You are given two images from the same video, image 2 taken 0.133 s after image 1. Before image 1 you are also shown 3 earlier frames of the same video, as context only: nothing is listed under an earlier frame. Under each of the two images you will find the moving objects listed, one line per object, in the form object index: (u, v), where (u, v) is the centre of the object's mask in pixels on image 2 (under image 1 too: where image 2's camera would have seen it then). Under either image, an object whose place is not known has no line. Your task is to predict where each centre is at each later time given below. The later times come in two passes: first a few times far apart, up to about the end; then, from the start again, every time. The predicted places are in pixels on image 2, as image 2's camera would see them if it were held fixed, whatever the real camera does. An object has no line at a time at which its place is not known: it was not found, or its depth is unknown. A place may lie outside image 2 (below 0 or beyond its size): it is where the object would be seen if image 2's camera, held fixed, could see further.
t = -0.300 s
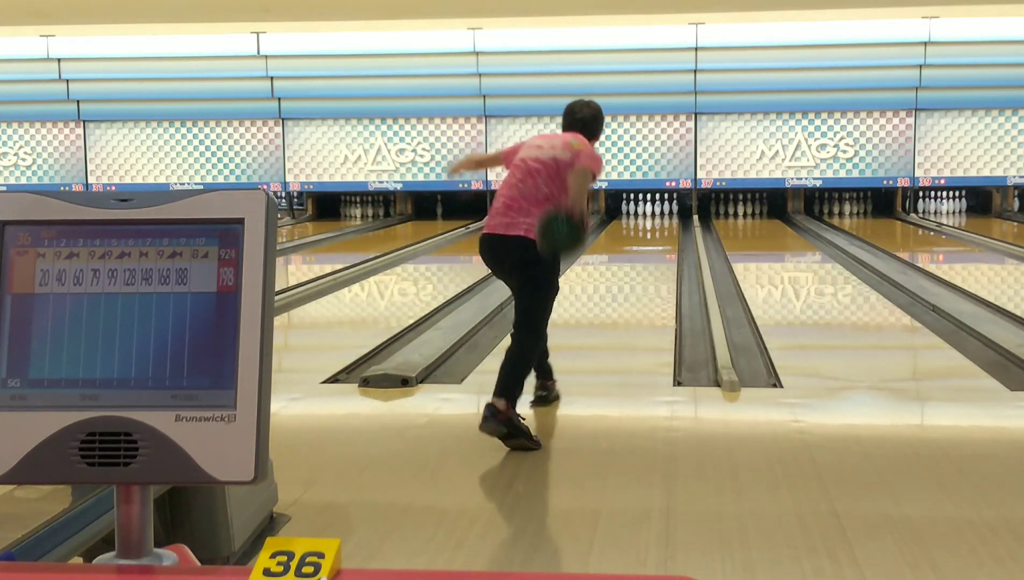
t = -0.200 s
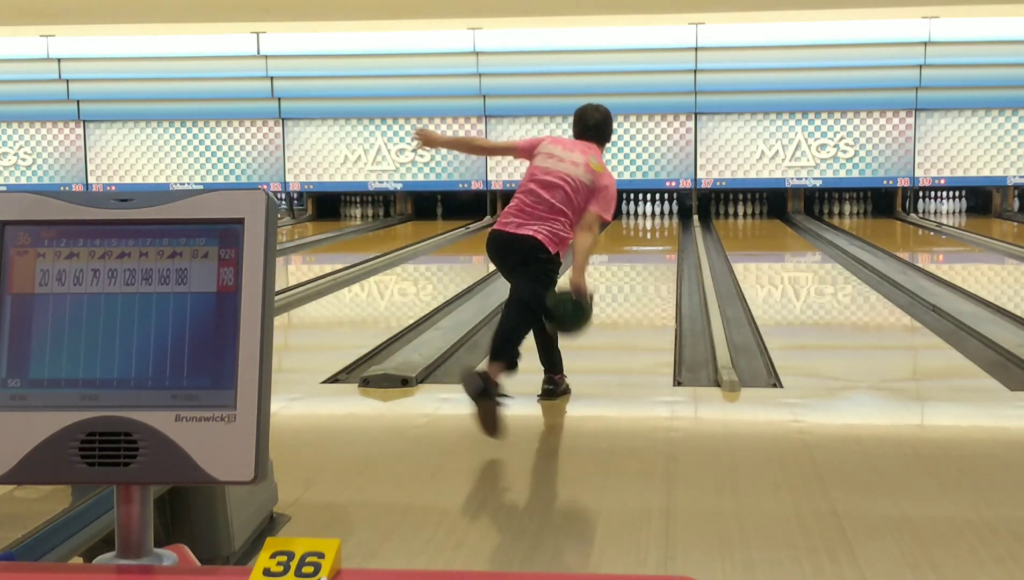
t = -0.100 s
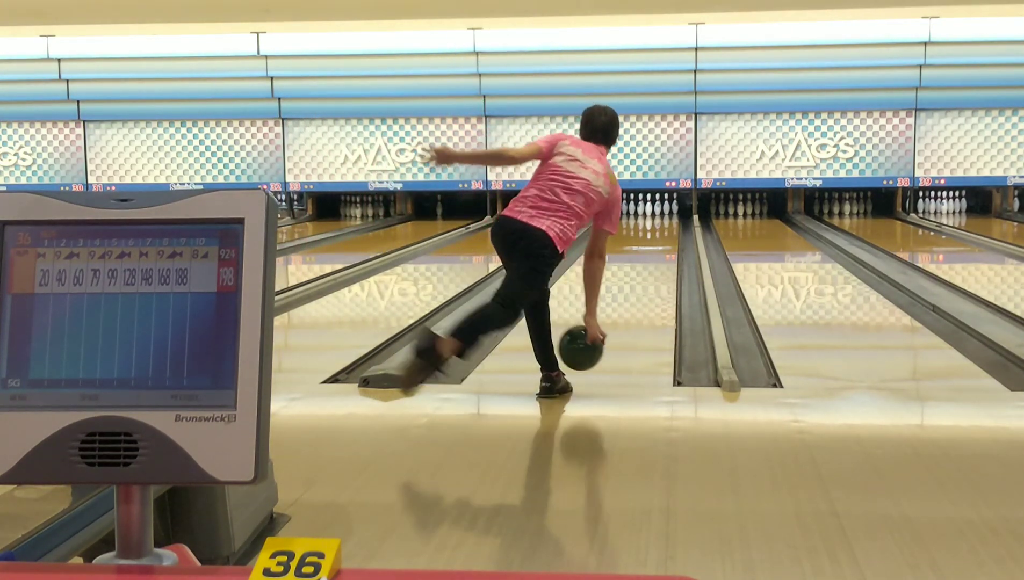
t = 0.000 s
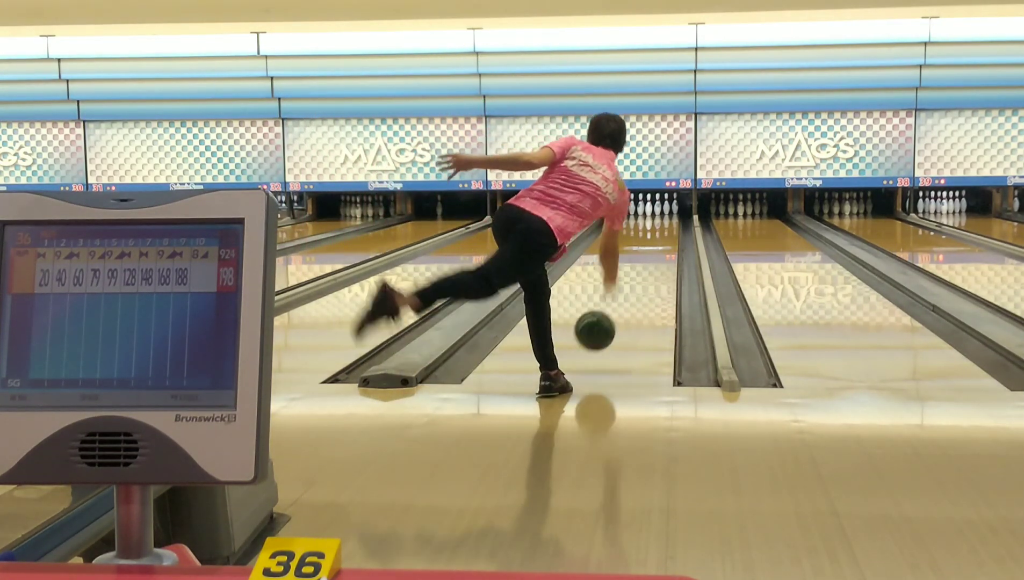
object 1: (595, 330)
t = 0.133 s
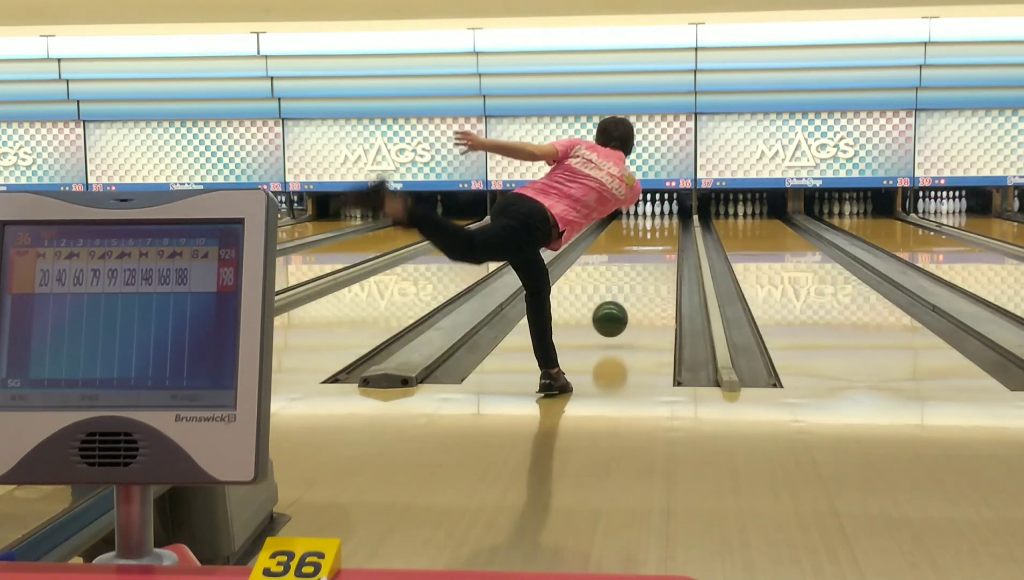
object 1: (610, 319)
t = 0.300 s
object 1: (624, 306)
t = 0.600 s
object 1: (642, 277)
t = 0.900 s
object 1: (654, 258)
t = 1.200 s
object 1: (662, 243)
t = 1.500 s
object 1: (667, 233)
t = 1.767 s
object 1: (669, 225)
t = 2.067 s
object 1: (668, 218)
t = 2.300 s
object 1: (665, 214)
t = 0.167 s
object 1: (613, 321)
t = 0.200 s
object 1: (616, 319)
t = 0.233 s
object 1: (619, 314)
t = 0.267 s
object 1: (621, 310)
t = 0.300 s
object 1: (624, 306)
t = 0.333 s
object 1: (627, 302)
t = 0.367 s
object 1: (629, 299)
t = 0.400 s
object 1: (631, 295)
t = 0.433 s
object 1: (633, 292)
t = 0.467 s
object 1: (635, 289)
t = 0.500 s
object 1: (637, 286)
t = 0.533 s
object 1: (639, 283)
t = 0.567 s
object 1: (641, 280)
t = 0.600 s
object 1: (642, 277)
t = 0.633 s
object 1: (644, 275)
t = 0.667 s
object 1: (645, 272)
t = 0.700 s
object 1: (647, 270)
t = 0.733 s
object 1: (648, 268)
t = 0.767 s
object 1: (649, 265)
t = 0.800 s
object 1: (651, 263)
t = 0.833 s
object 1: (652, 261)
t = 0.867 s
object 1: (653, 259)
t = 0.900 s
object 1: (654, 258)
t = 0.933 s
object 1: (655, 256)
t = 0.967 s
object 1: (656, 254)
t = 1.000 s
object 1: (657, 253)
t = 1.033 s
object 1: (658, 251)
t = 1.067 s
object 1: (659, 250)
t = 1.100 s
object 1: (660, 248)
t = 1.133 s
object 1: (660, 246)
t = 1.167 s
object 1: (661, 245)
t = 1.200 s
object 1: (662, 243)
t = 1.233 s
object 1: (662, 242)
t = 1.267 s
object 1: (663, 241)
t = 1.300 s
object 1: (664, 240)
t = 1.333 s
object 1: (664, 238)
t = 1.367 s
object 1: (665, 237)
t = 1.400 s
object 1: (665, 236)
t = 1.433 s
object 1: (666, 235)
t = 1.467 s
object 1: (666, 234)
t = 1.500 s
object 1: (667, 233)
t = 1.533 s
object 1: (667, 232)
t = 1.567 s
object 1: (667, 231)
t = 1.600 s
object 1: (668, 230)
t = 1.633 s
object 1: (668, 229)
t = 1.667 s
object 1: (668, 228)
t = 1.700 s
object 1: (668, 227)
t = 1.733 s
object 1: (669, 226)
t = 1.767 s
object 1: (669, 225)
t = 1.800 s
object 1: (669, 224)
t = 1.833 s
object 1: (669, 224)
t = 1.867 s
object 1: (669, 223)
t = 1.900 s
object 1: (669, 222)
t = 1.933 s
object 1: (669, 221)
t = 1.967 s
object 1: (669, 221)
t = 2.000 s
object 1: (669, 220)
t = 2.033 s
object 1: (668, 219)
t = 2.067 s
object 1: (668, 218)
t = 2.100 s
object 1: (668, 218)
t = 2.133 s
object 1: (667, 217)
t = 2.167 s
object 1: (667, 217)
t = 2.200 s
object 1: (666, 216)
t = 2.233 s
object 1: (666, 215)
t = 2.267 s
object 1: (666, 215)
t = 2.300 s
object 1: (665, 214)
